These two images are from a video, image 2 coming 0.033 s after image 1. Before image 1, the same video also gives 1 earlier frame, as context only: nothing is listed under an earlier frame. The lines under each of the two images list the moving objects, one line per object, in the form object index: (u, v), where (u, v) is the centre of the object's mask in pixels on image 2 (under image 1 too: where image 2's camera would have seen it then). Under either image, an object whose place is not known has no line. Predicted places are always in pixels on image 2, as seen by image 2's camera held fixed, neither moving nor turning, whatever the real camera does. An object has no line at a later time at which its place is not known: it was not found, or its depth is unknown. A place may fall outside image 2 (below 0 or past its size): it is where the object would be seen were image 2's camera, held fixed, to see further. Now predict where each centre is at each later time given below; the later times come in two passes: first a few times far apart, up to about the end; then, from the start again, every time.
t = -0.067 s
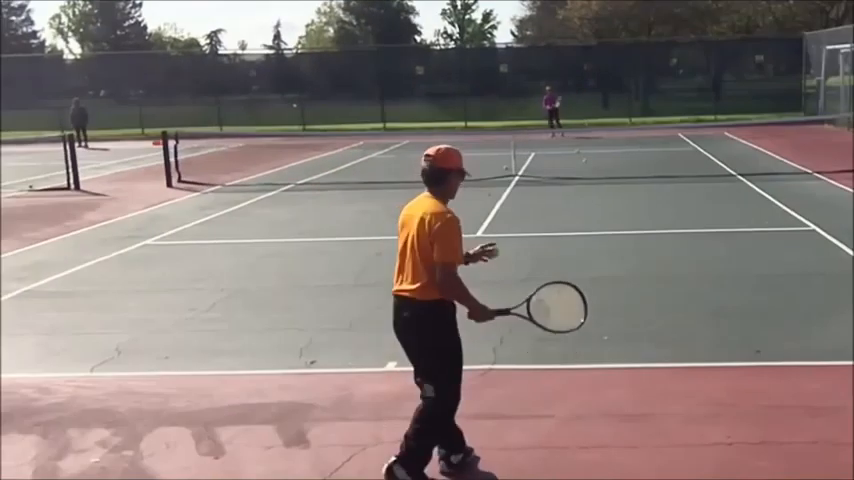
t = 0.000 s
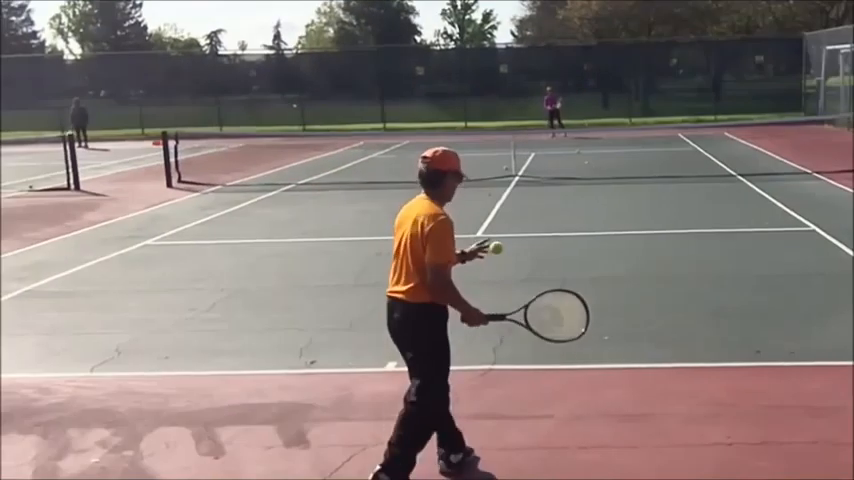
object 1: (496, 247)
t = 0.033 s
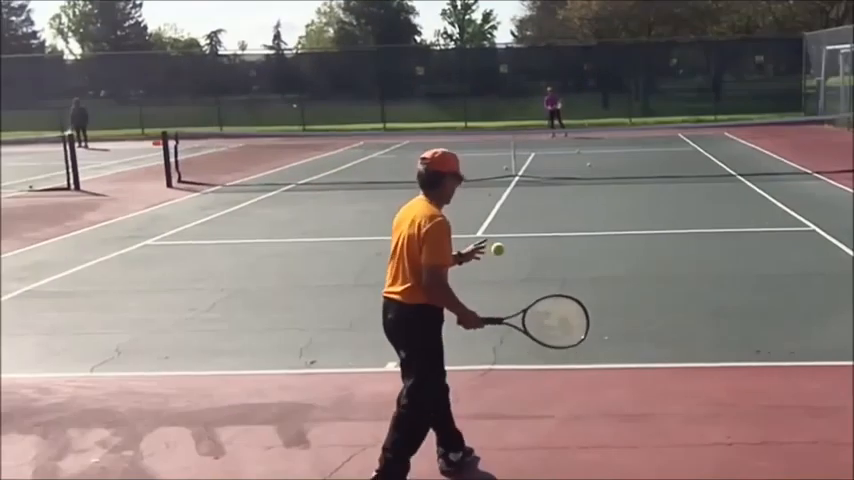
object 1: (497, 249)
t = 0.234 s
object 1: (509, 298)
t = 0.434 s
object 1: (524, 416)
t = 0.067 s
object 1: (499, 252)
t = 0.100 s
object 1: (501, 257)
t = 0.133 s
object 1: (503, 264)
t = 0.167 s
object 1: (505, 273)
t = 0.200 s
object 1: (507, 285)
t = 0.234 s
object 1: (509, 298)
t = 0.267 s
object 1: (511, 313)
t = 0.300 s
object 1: (514, 331)
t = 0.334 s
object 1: (516, 349)
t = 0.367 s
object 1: (519, 370)
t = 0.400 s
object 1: (521, 392)
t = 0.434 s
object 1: (524, 416)
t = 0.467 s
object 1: (526, 425)
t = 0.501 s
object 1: (526, 406)
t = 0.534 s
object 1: (528, 390)
